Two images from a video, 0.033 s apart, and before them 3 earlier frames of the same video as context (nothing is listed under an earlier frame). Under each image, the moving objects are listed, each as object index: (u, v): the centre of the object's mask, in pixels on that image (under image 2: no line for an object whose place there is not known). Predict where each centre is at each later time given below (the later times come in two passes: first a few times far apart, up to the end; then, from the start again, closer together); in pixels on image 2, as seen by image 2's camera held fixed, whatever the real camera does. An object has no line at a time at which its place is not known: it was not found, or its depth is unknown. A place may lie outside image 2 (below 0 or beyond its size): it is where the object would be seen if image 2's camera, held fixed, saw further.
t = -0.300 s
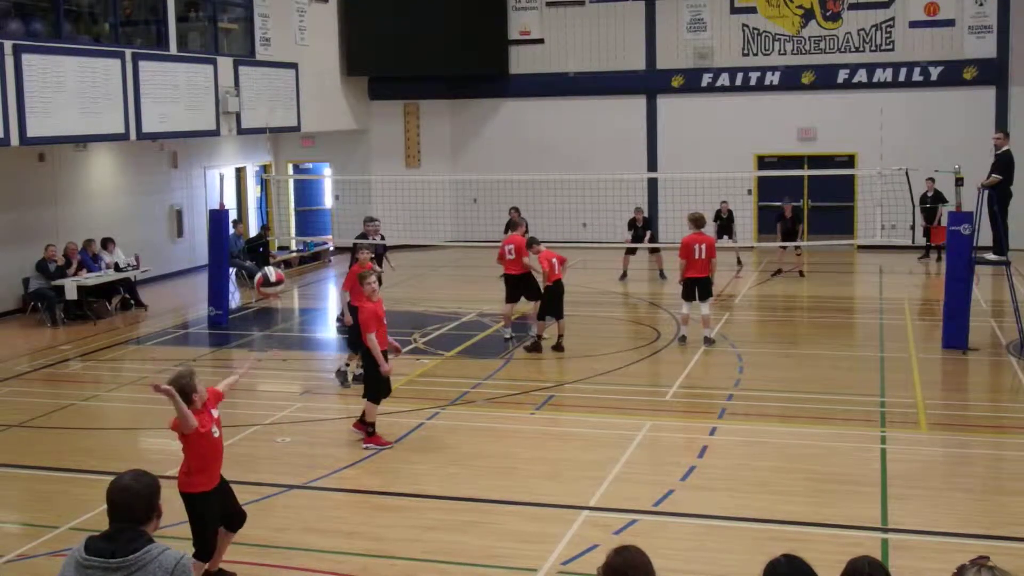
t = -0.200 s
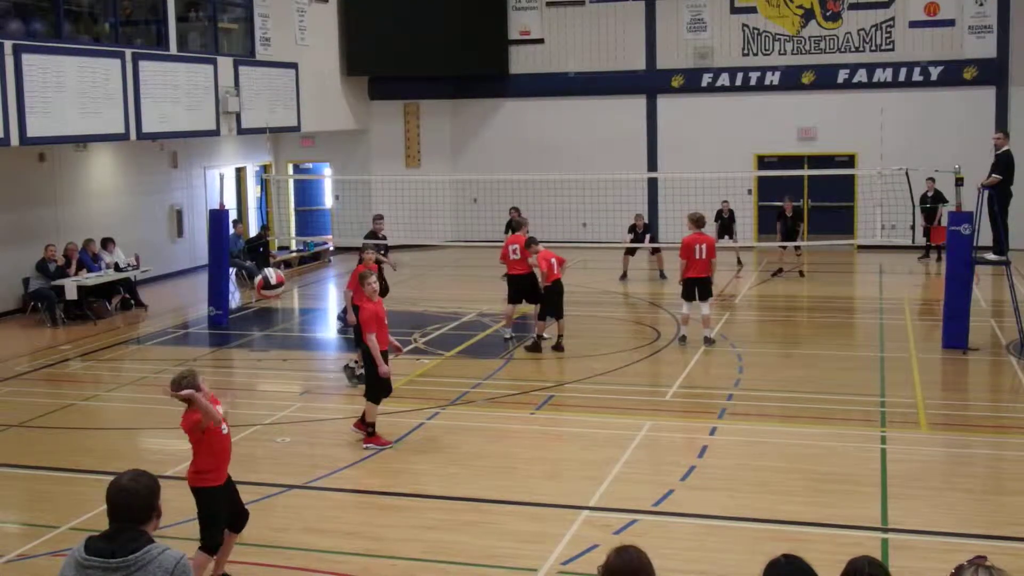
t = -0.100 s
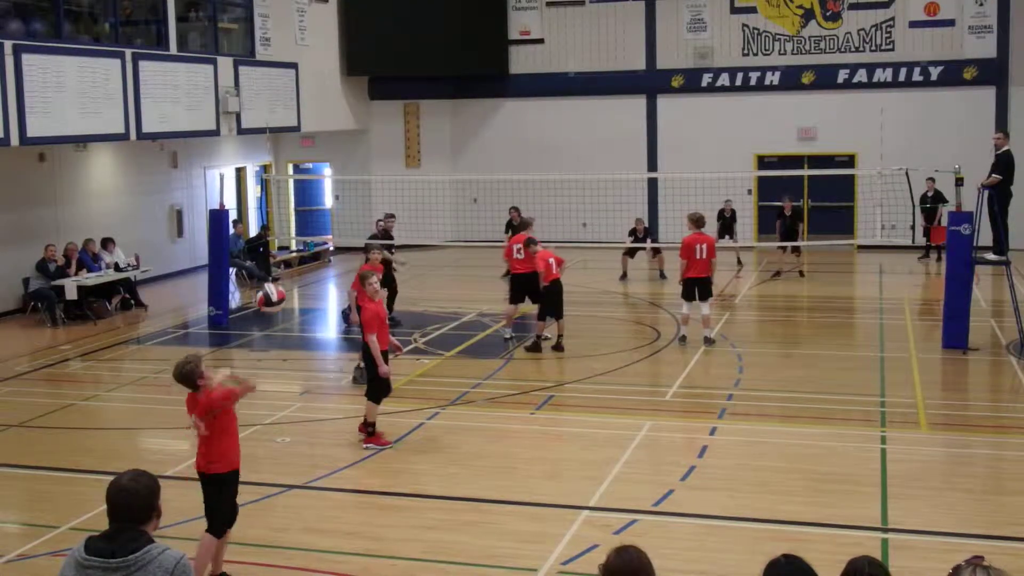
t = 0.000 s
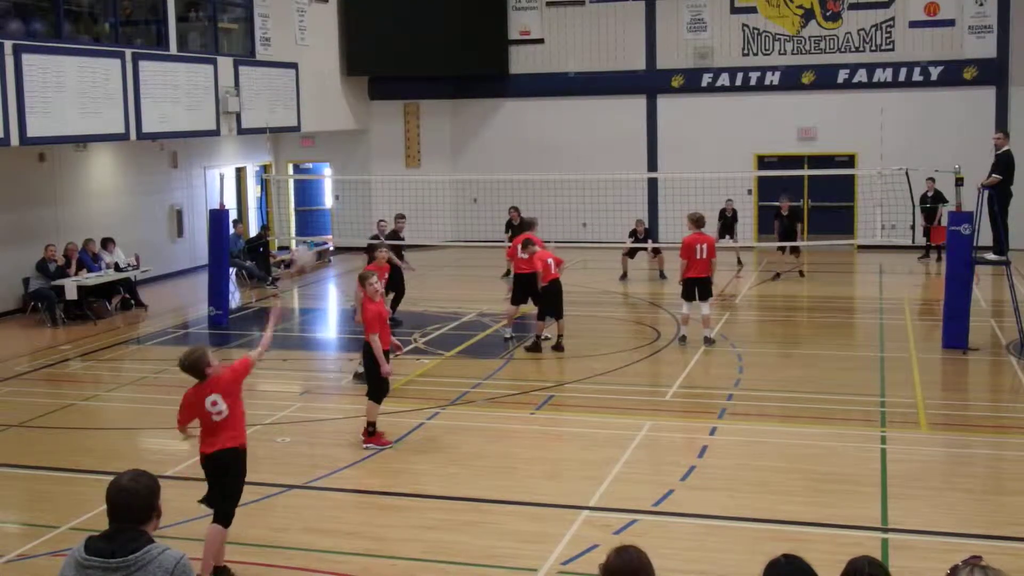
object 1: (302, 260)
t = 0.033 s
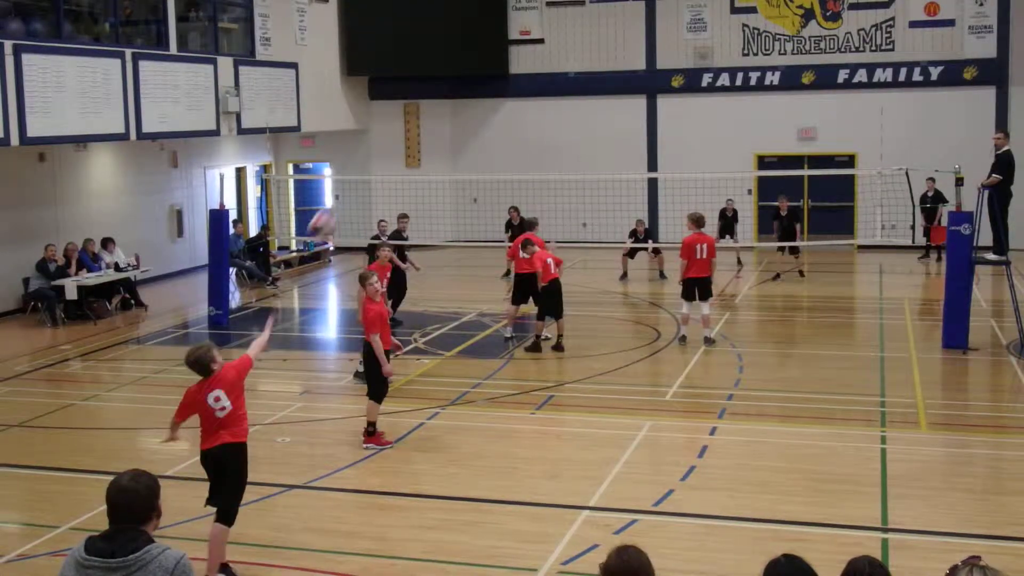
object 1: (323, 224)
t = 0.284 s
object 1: (444, 65)
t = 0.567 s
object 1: (525, 15)
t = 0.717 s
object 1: (554, 18)
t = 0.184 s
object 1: (402, 110)
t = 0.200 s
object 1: (410, 99)
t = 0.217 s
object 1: (417, 92)
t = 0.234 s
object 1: (425, 85)
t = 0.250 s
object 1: (432, 78)
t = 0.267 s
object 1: (438, 71)
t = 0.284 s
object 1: (444, 65)
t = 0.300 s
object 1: (450, 59)
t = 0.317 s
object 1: (457, 54)
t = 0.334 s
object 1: (462, 48)
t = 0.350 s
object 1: (468, 44)
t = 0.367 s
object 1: (472, 41)
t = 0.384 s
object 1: (478, 36)
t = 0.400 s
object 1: (483, 32)
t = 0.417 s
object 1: (488, 30)
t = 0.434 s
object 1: (493, 27)
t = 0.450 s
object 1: (498, 24)
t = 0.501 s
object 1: (509, 19)
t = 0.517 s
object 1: (513, 18)
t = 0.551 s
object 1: (521, 16)
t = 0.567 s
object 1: (525, 15)
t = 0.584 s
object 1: (529, 15)
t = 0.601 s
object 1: (531, 15)
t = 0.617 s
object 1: (536, 15)
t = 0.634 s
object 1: (539, 15)
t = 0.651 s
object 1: (543, 16)
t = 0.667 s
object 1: (546, 16)
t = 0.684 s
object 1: (547, 17)
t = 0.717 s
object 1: (554, 18)
